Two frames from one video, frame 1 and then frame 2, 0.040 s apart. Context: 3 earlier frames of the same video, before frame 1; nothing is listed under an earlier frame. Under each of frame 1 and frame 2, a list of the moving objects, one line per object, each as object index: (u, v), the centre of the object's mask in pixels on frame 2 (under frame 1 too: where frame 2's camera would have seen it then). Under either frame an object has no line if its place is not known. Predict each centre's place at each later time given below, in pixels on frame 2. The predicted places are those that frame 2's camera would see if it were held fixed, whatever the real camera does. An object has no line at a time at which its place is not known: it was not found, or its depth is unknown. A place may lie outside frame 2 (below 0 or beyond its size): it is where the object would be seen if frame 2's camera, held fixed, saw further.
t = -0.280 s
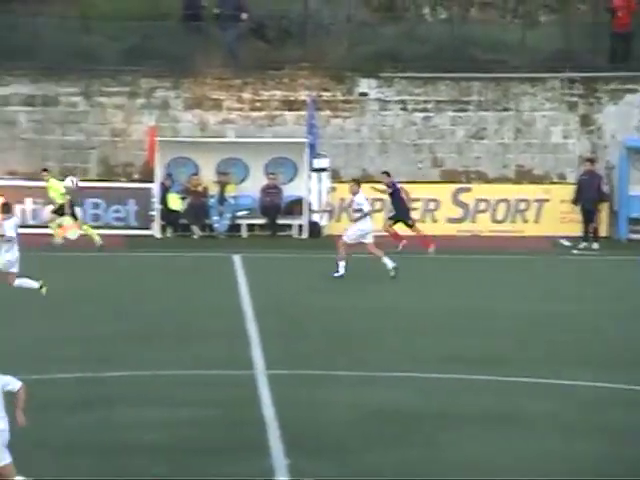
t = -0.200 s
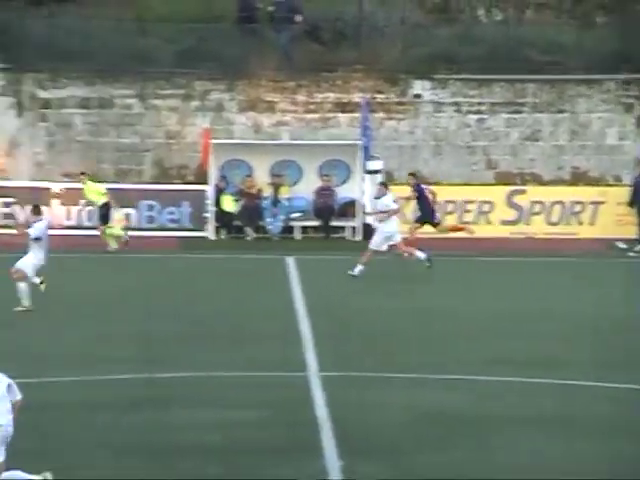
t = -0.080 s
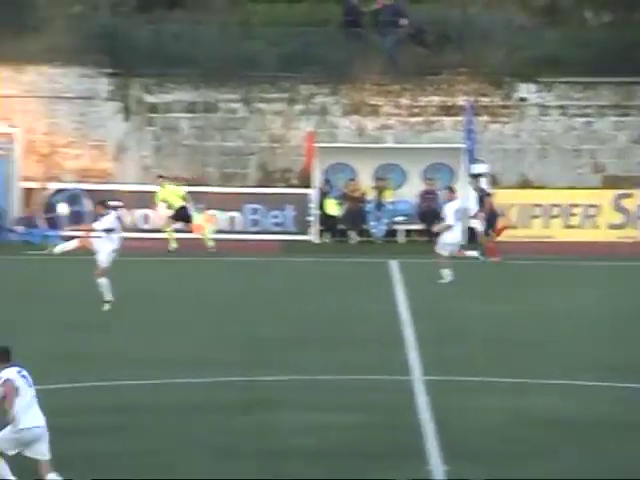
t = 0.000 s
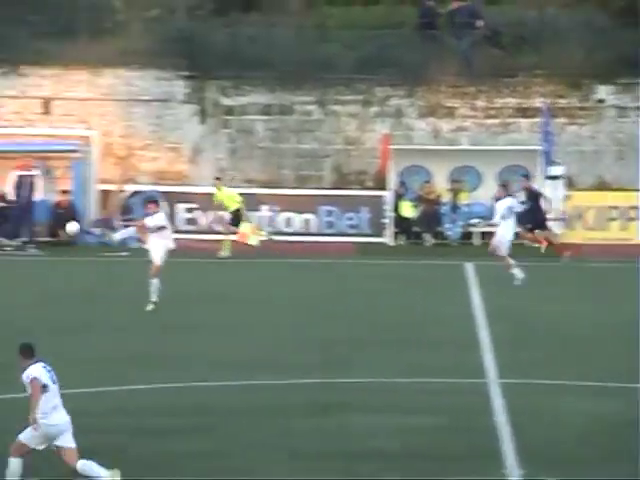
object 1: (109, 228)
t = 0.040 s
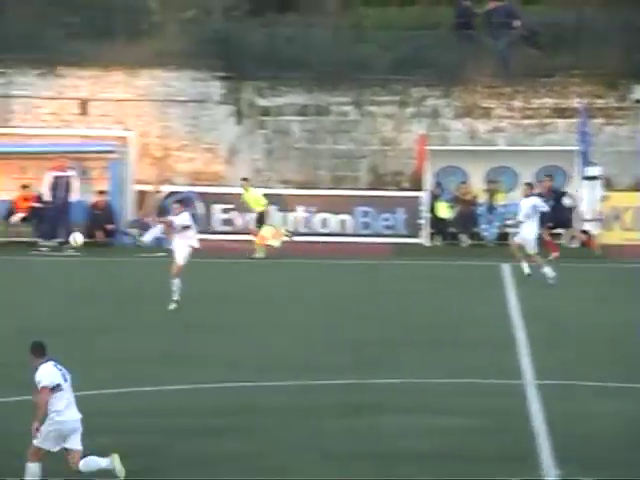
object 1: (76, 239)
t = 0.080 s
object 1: (42, 249)
